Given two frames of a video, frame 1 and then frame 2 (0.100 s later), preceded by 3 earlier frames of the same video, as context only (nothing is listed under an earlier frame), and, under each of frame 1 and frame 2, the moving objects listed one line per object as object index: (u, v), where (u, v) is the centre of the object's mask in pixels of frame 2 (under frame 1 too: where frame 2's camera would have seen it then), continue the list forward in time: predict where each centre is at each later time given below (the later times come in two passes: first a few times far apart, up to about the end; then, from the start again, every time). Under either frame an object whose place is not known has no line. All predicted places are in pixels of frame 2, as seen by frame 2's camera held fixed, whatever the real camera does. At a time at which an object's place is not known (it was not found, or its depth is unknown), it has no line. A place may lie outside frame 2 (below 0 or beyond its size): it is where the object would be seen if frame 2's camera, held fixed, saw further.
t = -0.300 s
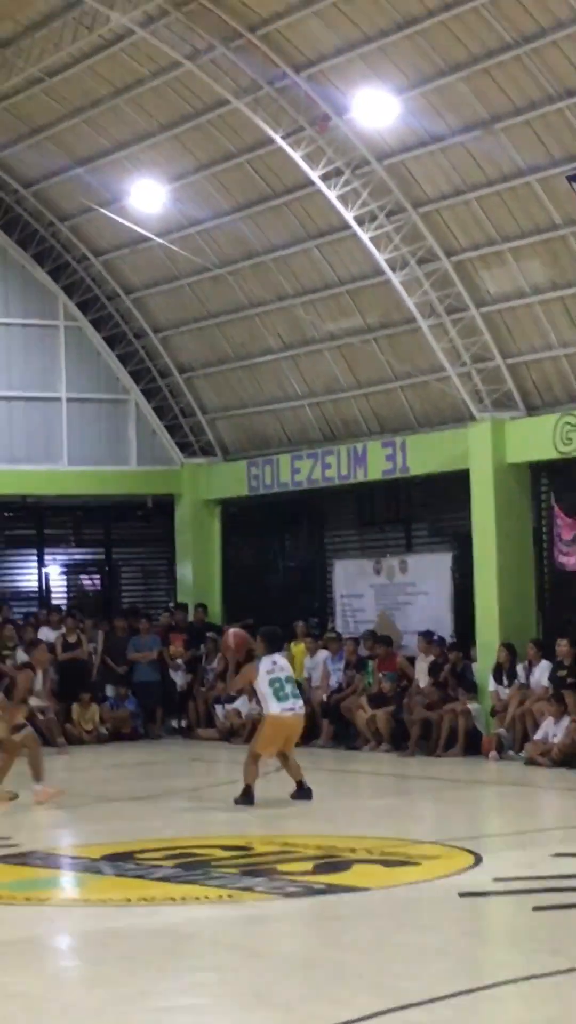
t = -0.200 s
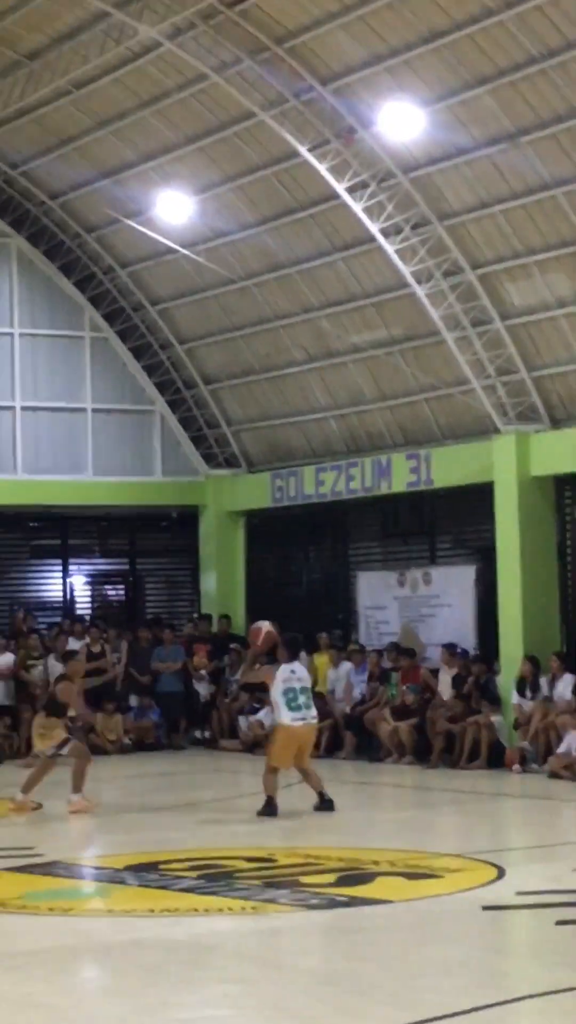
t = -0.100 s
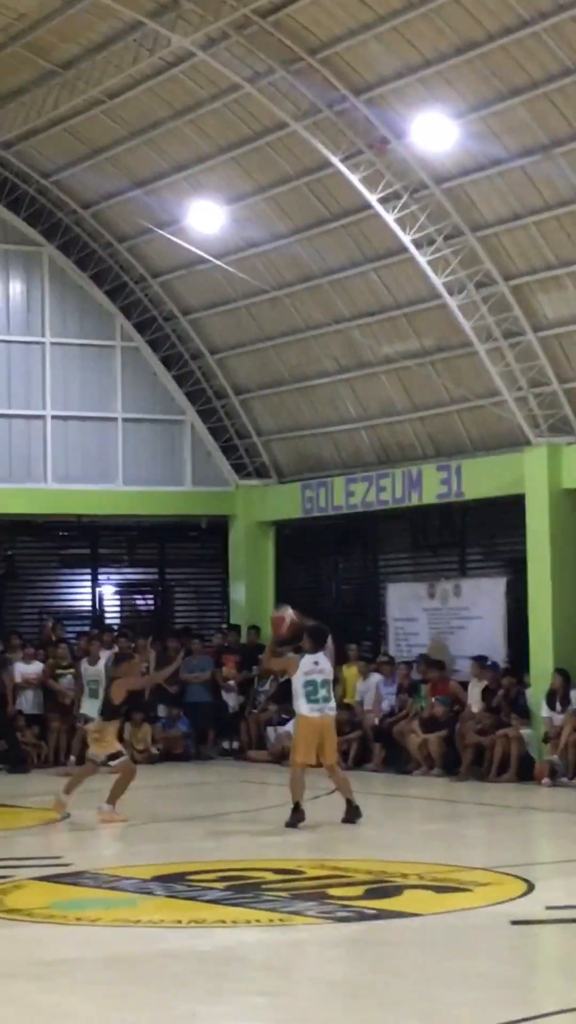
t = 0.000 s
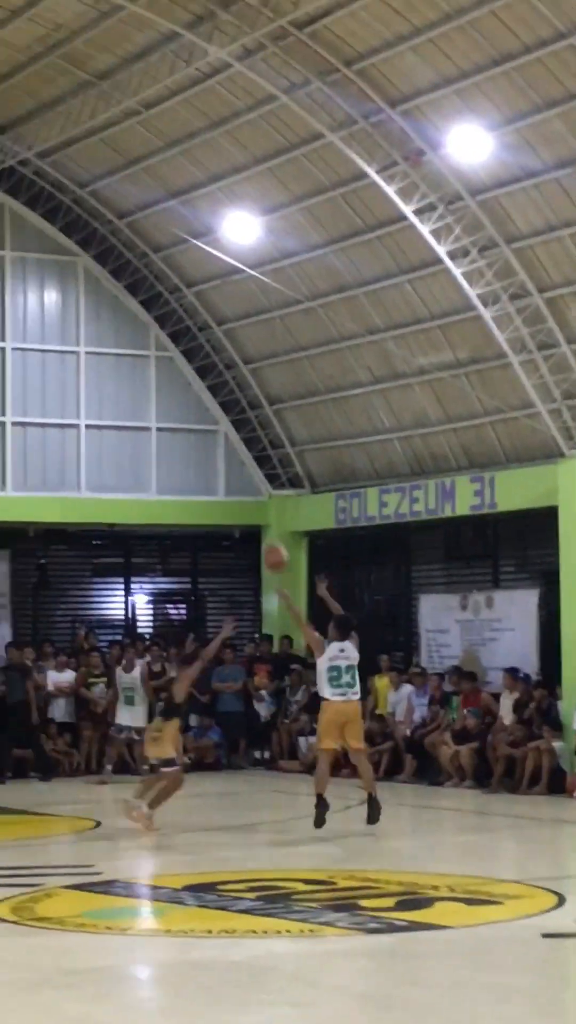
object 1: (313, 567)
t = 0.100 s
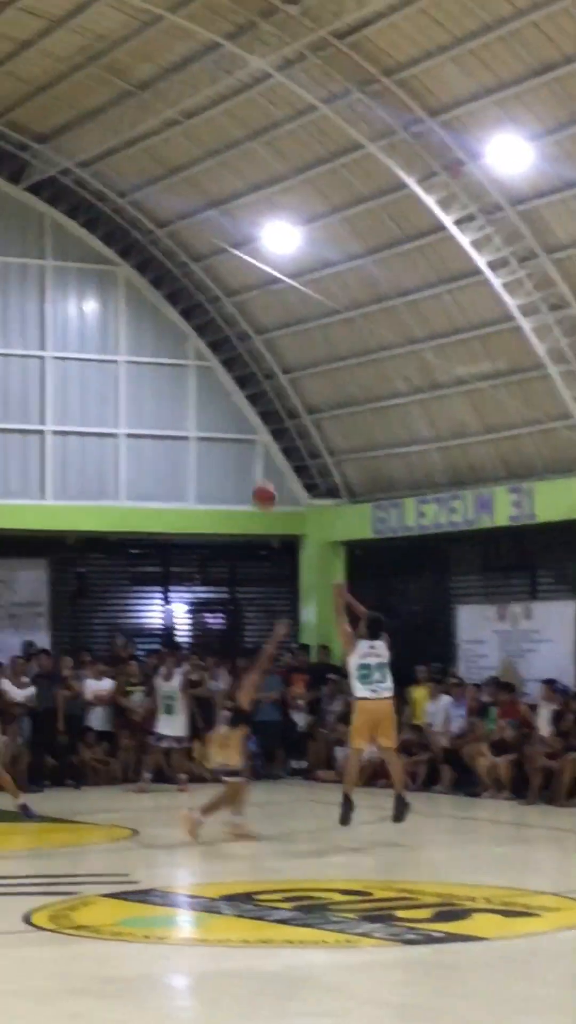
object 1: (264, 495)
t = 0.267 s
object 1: (190, 408)
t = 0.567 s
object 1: (66, 337)
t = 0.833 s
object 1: (-31, 348)
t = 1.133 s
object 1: (-130, 436)
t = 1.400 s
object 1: (-195, 508)
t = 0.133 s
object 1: (248, 476)
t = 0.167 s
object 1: (233, 455)
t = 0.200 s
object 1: (219, 438)
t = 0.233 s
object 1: (203, 422)
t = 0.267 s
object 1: (190, 408)
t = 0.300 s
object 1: (173, 395)
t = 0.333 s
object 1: (159, 383)
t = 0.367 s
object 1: (145, 373)
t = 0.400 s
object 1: (131, 364)
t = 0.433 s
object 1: (118, 356)
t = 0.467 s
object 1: (104, 350)
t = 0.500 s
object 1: (91, 344)
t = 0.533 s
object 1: (78, 340)
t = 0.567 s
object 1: (66, 337)
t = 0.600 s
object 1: (52, 334)
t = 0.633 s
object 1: (40, 333)
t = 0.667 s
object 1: (27, 333)
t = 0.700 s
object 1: (16, 334)
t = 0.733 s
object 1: (4, 336)
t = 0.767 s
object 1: (-8, 339)
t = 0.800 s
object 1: (-20, 343)
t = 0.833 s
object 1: (-31, 348)
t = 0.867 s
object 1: (-42, 354)
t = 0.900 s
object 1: (-54, 361)
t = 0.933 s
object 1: (-65, 369)
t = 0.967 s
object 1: (-76, 377)
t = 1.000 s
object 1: (-87, 387)
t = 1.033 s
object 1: (-98, 398)
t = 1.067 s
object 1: (-109, 410)
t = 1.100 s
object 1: (-119, 422)
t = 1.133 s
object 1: (-130, 436)
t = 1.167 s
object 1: (-140, 451)
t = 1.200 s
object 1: (-151, 466)
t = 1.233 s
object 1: (-160, 482)
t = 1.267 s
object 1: (-171, 498)
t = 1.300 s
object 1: (-180, 515)
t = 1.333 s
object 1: (-187, 520)
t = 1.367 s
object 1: (-191, 514)
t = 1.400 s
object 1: (-195, 508)
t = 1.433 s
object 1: (-199, 503)
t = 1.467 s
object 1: (-204, 499)
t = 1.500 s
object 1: (-208, 497)
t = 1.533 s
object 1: (-212, 496)
